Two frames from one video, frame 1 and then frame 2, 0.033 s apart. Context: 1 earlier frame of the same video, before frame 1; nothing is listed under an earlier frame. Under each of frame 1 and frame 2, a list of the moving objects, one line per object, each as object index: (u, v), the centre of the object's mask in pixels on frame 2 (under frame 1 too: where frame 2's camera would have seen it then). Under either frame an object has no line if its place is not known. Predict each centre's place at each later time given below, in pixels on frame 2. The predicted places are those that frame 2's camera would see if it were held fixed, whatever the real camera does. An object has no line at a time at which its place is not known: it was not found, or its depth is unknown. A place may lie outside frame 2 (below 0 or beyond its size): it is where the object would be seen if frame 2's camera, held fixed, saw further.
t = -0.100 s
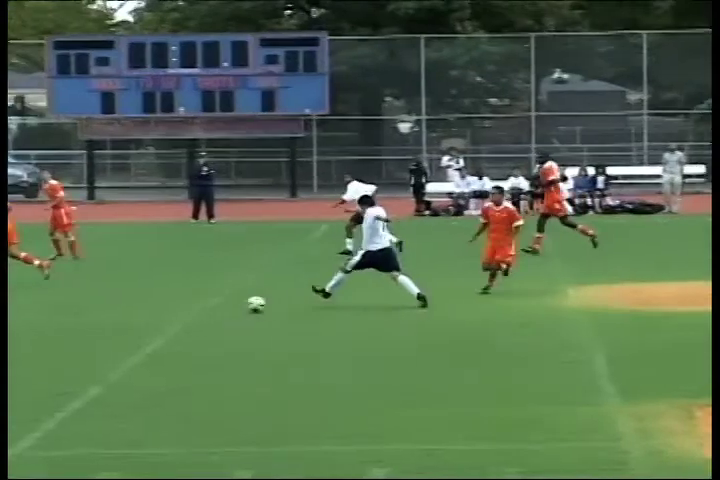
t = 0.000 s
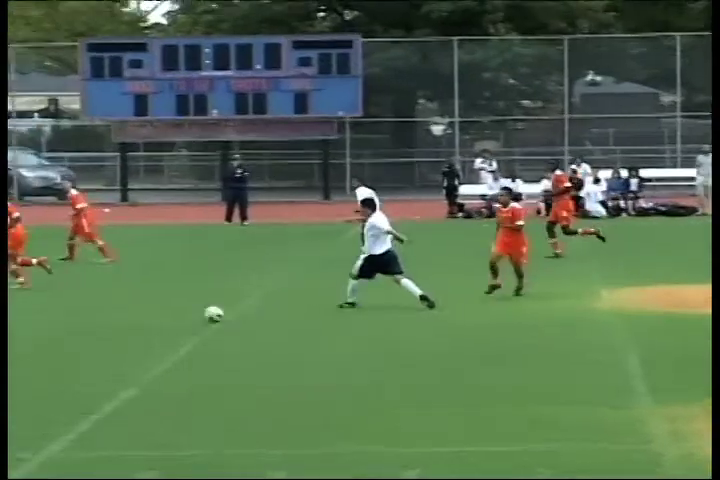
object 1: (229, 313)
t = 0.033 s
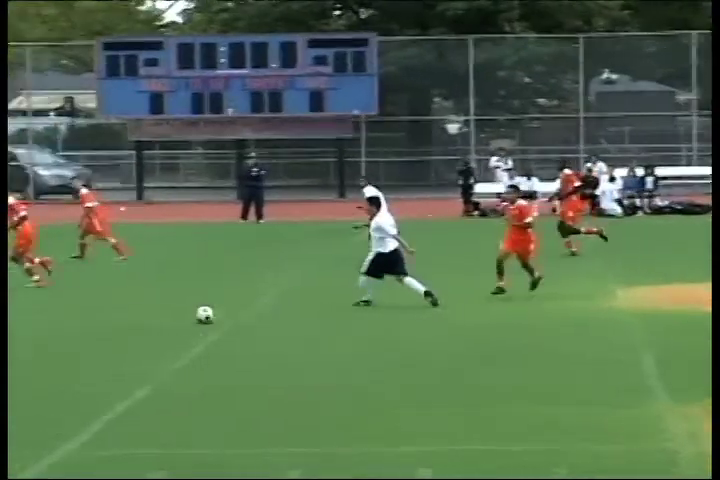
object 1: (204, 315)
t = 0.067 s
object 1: (181, 317)
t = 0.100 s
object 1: (157, 319)
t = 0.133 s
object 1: (136, 321)
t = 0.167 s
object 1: (114, 323)
